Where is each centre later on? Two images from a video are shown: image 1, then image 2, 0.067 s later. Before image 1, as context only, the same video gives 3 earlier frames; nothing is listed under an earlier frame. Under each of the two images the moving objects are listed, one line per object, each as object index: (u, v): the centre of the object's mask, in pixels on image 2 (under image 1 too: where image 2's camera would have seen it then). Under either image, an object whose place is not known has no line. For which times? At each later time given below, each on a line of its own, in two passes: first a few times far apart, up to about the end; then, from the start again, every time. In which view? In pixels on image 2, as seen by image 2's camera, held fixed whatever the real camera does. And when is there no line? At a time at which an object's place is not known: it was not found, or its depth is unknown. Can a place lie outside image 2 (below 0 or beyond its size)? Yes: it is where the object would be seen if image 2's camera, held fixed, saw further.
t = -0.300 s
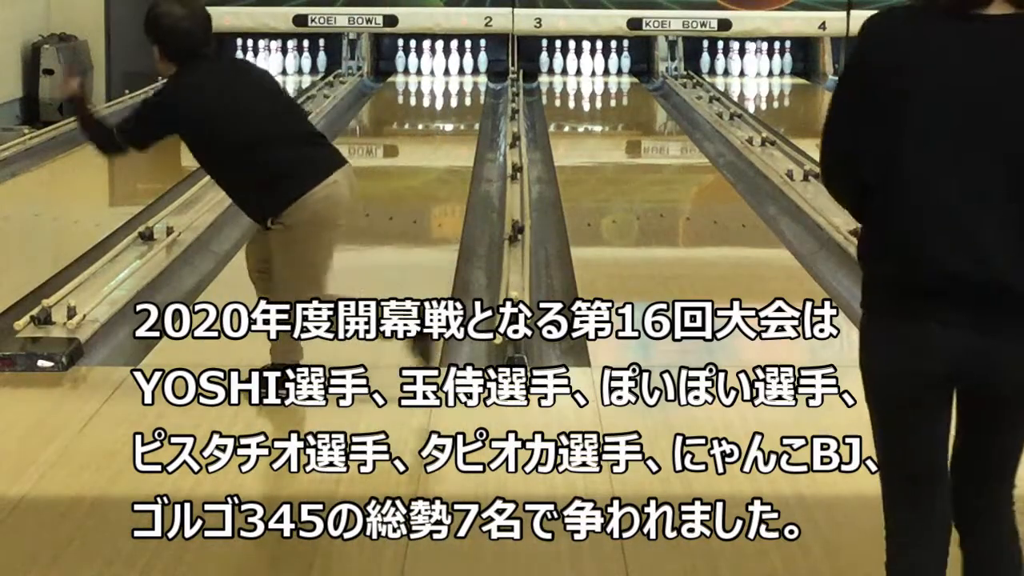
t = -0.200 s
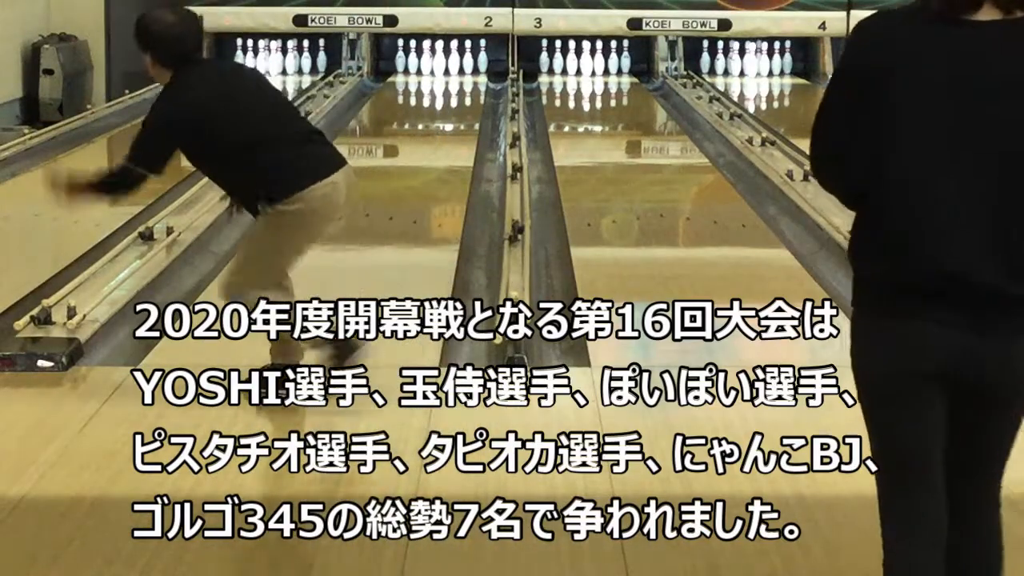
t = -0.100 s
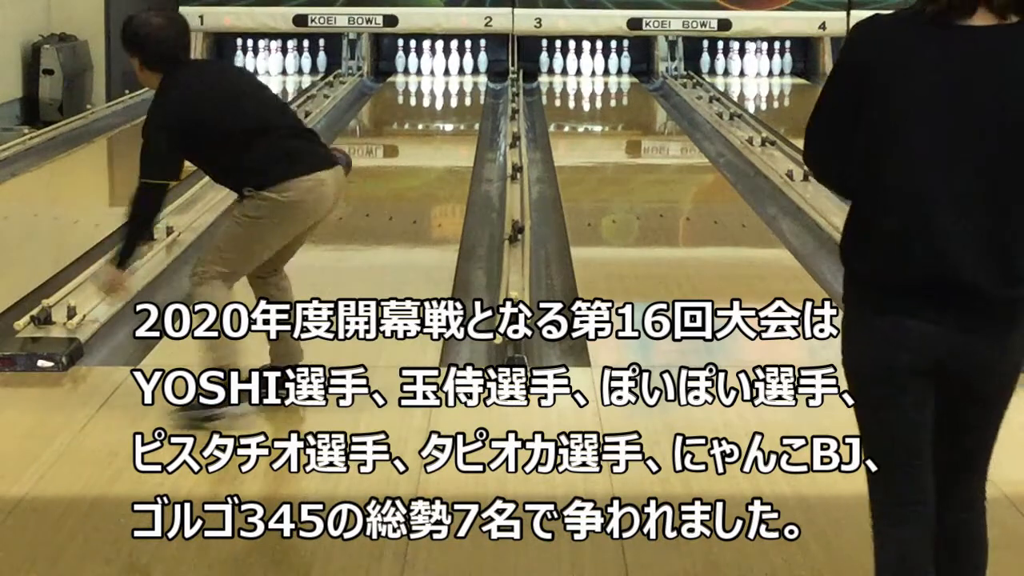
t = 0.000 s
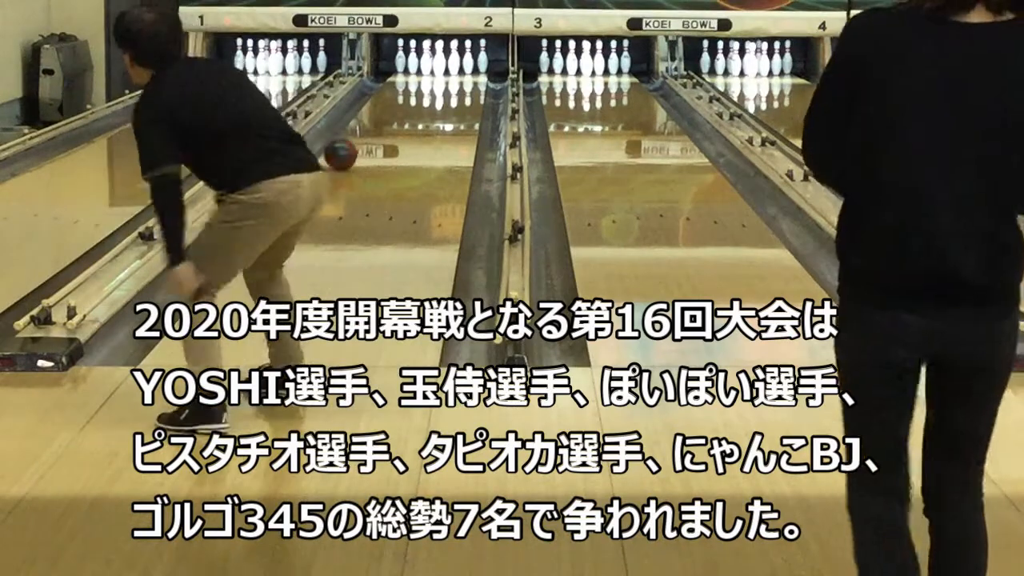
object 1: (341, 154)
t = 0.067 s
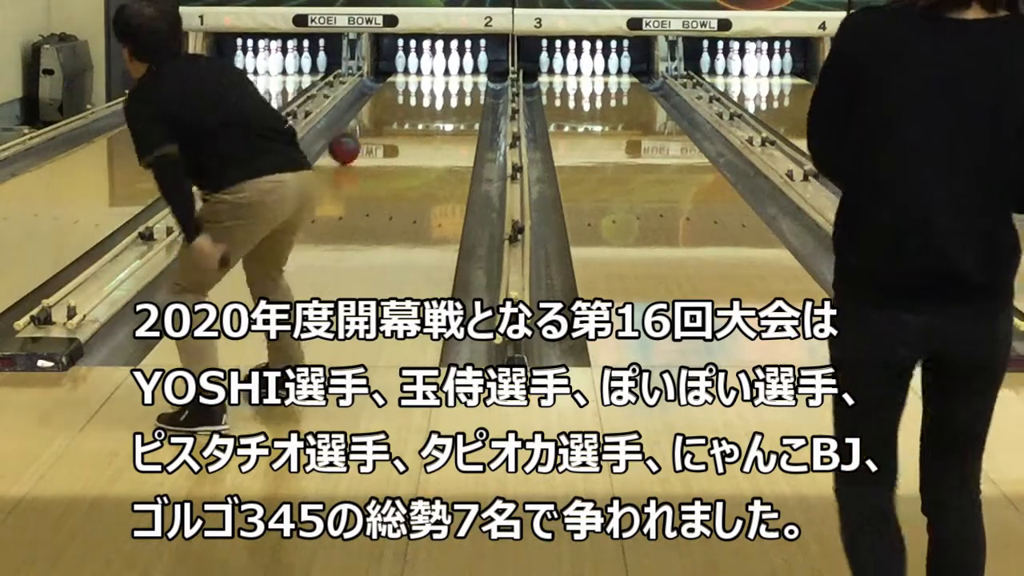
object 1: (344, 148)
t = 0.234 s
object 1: (353, 133)
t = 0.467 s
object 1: (364, 117)
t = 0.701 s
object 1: (375, 103)
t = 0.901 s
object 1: (386, 91)
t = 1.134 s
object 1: (400, 81)
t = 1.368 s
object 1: (414, 72)
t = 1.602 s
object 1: (429, 66)
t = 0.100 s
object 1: (346, 145)
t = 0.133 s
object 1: (348, 142)
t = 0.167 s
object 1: (350, 139)
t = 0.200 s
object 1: (351, 136)
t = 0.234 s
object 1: (353, 133)
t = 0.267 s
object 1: (355, 130)
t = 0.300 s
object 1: (357, 128)
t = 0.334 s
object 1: (358, 126)
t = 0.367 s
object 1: (359, 123)
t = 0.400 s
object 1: (361, 121)
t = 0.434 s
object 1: (362, 119)
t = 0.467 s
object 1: (364, 117)
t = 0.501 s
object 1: (365, 114)
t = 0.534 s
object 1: (367, 112)
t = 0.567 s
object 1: (369, 110)
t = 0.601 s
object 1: (370, 108)
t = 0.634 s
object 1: (372, 107)
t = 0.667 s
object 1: (373, 104)
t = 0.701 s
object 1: (375, 103)
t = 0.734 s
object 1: (377, 101)
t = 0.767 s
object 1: (379, 100)
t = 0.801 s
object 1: (380, 98)
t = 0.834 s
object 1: (382, 96)
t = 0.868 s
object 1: (384, 94)
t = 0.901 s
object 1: (386, 91)
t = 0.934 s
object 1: (388, 90)
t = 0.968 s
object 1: (390, 88)
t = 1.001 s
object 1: (392, 86)
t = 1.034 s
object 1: (394, 85)
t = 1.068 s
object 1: (396, 83)
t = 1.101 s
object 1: (398, 82)
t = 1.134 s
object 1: (400, 81)
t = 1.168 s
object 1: (402, 79)
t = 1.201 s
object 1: (404, 78)
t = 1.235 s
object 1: (406, 77)
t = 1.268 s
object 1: (408, 76)
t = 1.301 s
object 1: (411, 74)
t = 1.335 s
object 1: (413, 73)
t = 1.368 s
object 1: (414, 72)
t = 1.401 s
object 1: (417, 72)
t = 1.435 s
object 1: (419, 71)
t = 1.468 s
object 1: (422, 71)
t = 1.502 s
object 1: (424, 70)
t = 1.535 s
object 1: (426, 69)
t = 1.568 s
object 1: (429, 67)
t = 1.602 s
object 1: (429, 66)
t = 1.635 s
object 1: (430, 66)
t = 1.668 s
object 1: (431, 66)
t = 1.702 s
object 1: (432, 65)
